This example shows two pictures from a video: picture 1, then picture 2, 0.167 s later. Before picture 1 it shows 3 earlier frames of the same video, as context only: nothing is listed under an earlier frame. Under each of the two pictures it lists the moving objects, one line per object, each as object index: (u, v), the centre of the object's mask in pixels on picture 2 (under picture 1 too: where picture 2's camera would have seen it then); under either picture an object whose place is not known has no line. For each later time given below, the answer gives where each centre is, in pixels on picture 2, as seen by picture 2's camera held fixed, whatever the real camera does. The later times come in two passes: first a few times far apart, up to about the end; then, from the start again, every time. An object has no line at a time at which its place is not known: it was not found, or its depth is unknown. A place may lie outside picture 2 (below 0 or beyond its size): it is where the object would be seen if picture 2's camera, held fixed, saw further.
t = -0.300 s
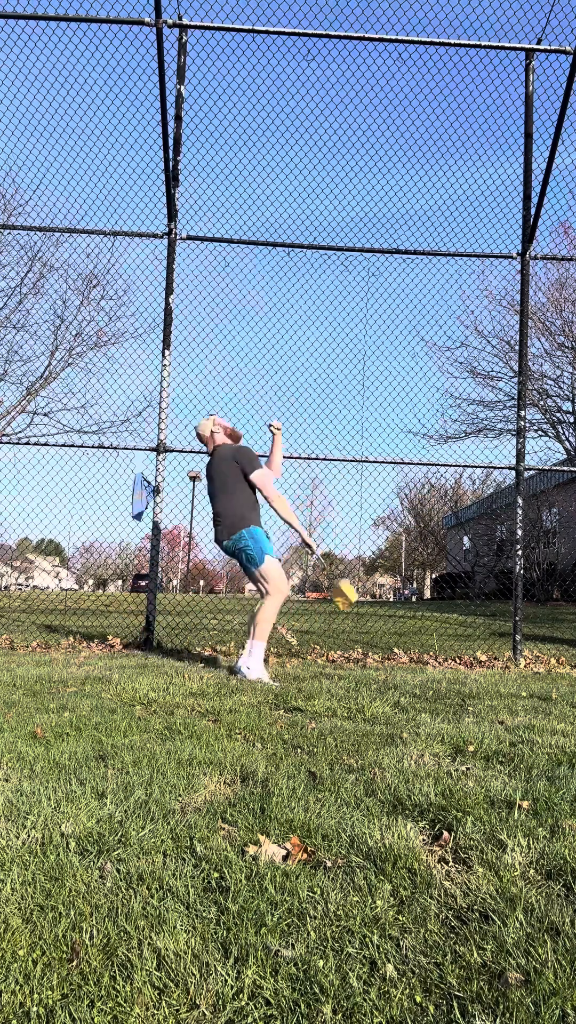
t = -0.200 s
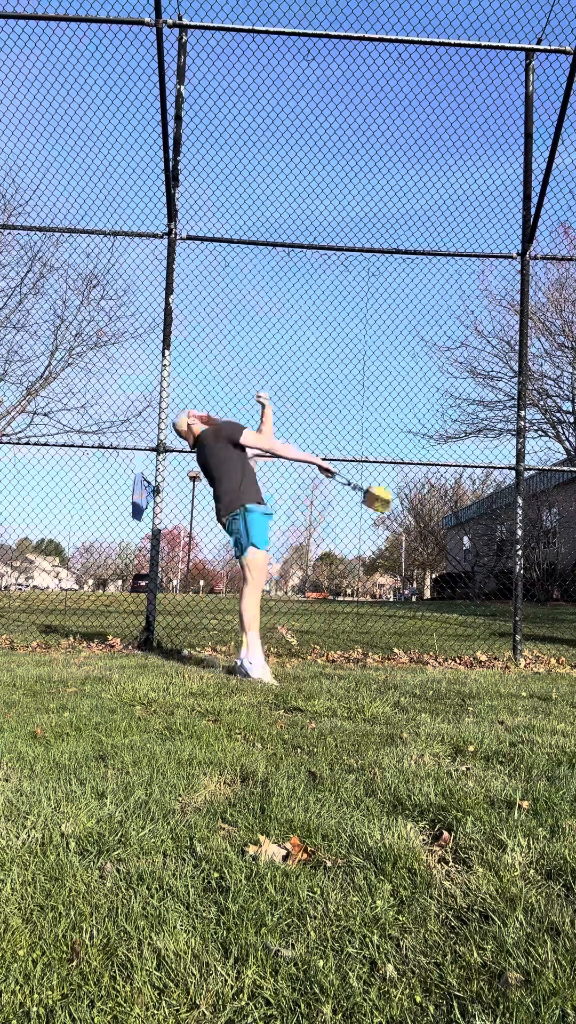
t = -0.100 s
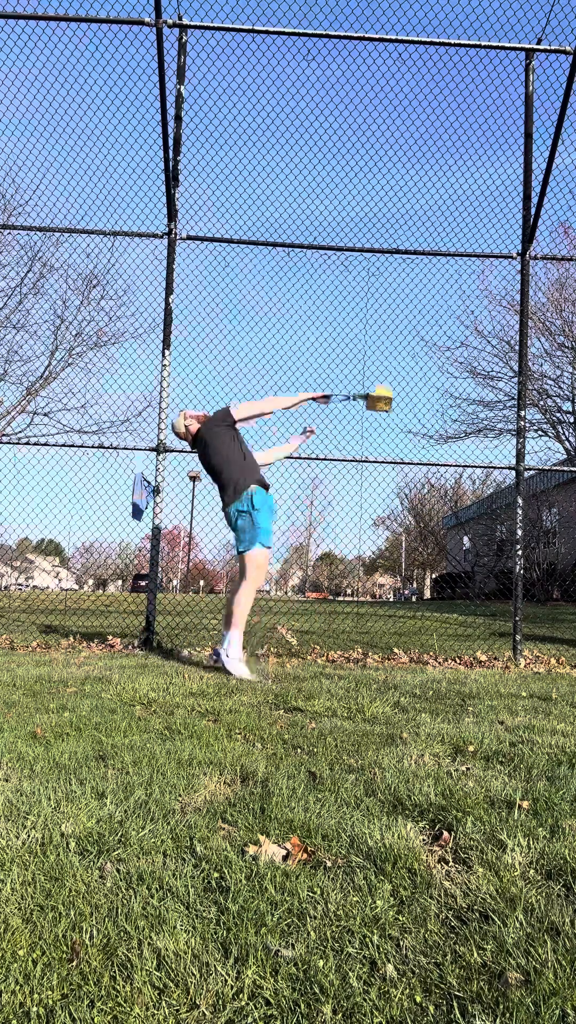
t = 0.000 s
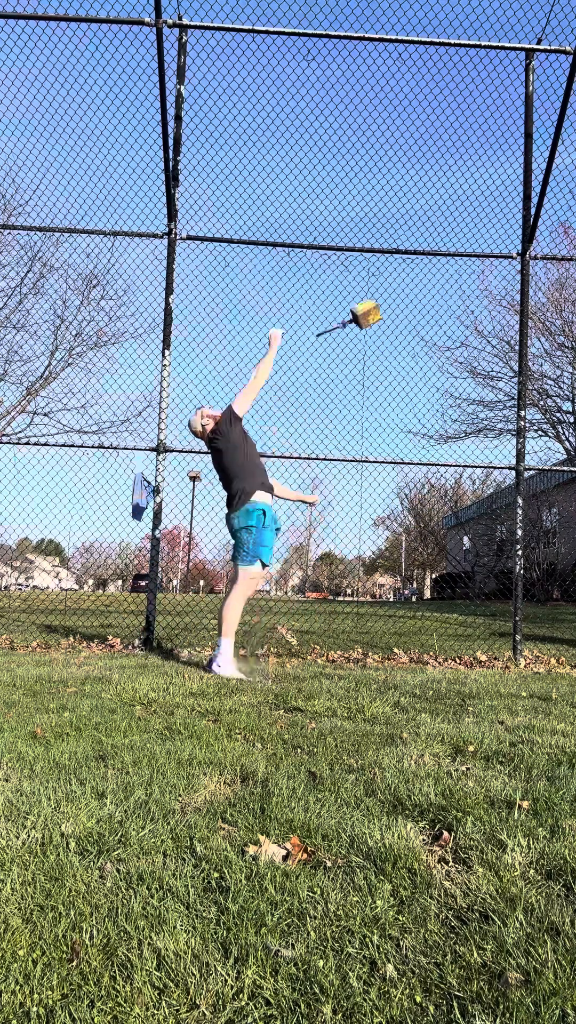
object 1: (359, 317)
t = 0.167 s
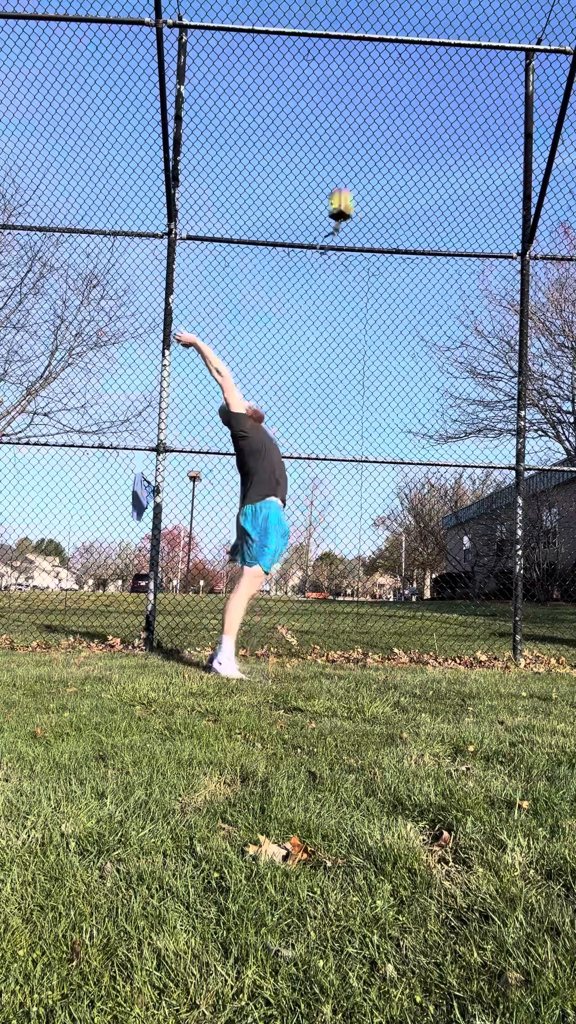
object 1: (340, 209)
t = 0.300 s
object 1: (325, 164)
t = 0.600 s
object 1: (270, 113)
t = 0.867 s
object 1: (215, 184)
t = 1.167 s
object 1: (149, 392)
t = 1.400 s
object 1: (85, 653)
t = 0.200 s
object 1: (334, 202)
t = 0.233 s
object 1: (330, 180)
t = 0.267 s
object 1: (327, 177)
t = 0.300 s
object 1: (325, 164)
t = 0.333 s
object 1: (316, 143)
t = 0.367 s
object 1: (317, 140)
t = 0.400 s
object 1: (313, 131)
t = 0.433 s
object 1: (307, 124)
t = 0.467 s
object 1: (293, 115)
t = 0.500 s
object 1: (292, 114)
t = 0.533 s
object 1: (293, 109)
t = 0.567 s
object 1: (278, 111)
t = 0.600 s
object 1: (270, 113)
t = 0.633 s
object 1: (264, 116)
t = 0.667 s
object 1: (257, 121)
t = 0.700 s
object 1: (251, 128)
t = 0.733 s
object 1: (244, 136)
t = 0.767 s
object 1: (237, 146)
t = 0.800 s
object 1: (230, 157)
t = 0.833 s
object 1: (223, 169)
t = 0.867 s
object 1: (215, 184)
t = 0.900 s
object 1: (210, 202)
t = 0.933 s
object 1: (203, 219)
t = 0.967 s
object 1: (197, 239)
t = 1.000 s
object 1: (191, 261)
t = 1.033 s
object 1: (178, 282)
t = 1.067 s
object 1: (171, 306)
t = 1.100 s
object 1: (164, 333)
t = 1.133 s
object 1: (155, 363)
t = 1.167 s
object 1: (149, 392)
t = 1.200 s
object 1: (133, 430)
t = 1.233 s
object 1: (127, 465)
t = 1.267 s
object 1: (121, 499)
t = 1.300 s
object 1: (116, 526)
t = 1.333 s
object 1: (104, 576)
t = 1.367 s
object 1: (96, 612)
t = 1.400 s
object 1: (85, 653)
